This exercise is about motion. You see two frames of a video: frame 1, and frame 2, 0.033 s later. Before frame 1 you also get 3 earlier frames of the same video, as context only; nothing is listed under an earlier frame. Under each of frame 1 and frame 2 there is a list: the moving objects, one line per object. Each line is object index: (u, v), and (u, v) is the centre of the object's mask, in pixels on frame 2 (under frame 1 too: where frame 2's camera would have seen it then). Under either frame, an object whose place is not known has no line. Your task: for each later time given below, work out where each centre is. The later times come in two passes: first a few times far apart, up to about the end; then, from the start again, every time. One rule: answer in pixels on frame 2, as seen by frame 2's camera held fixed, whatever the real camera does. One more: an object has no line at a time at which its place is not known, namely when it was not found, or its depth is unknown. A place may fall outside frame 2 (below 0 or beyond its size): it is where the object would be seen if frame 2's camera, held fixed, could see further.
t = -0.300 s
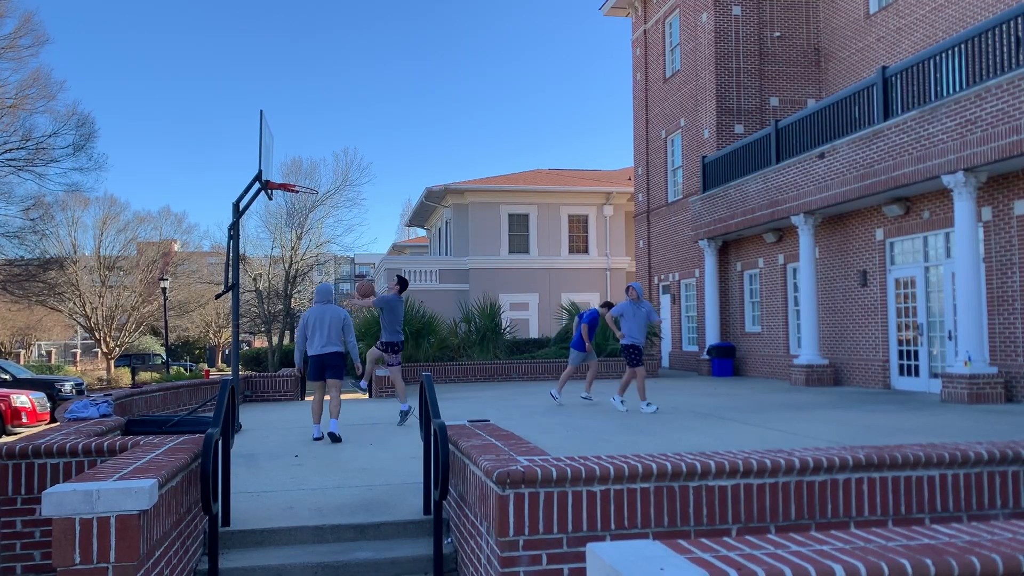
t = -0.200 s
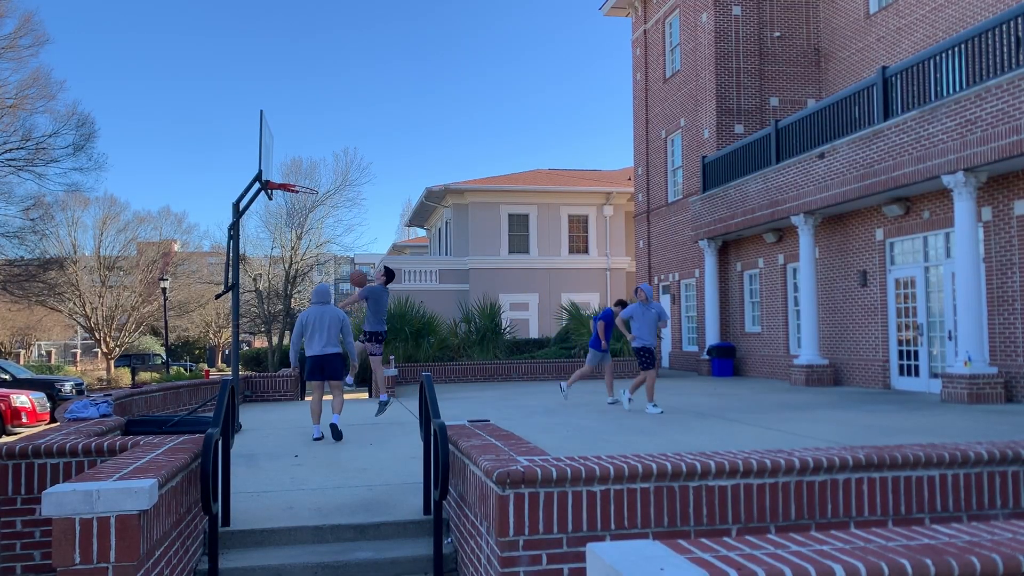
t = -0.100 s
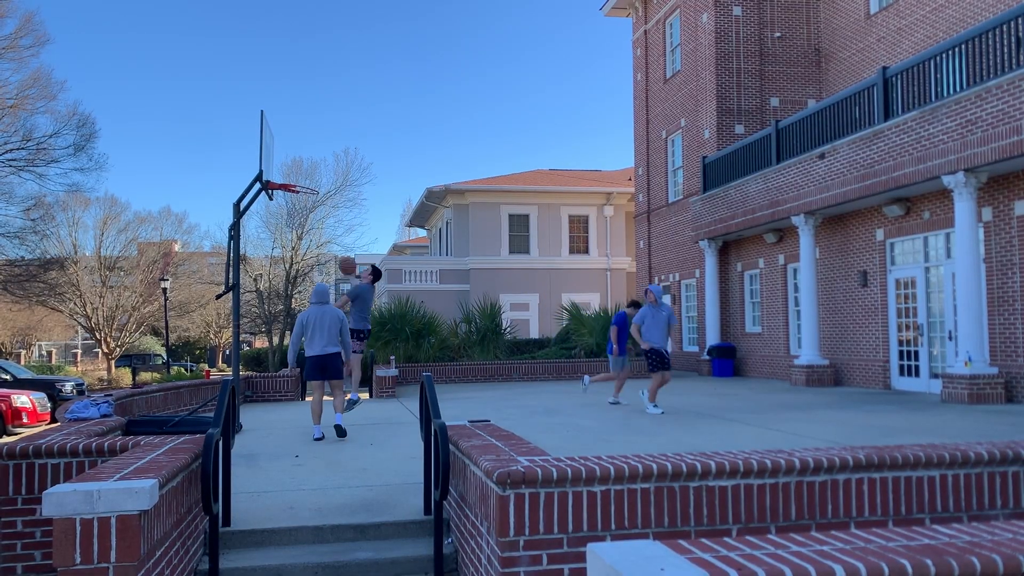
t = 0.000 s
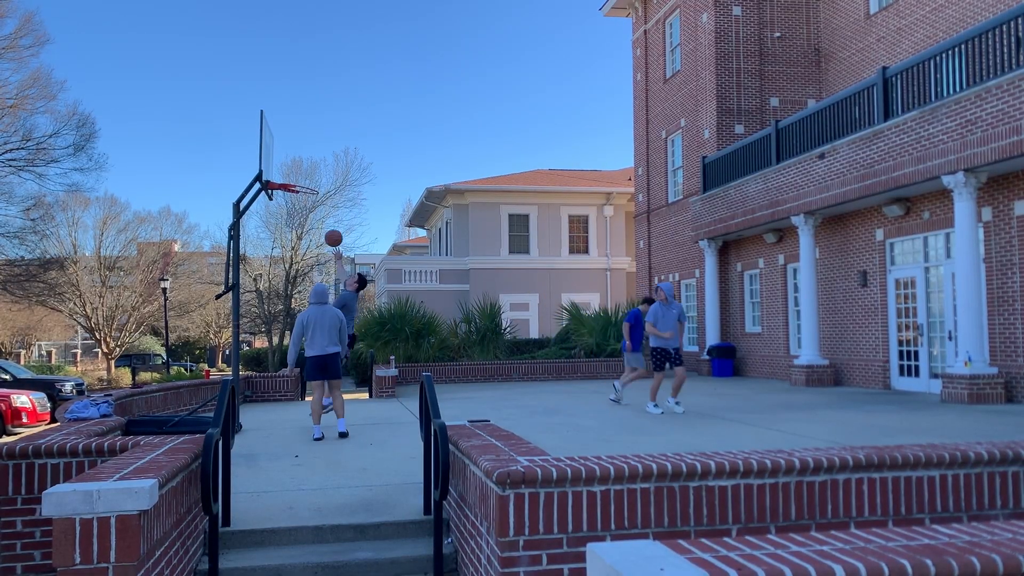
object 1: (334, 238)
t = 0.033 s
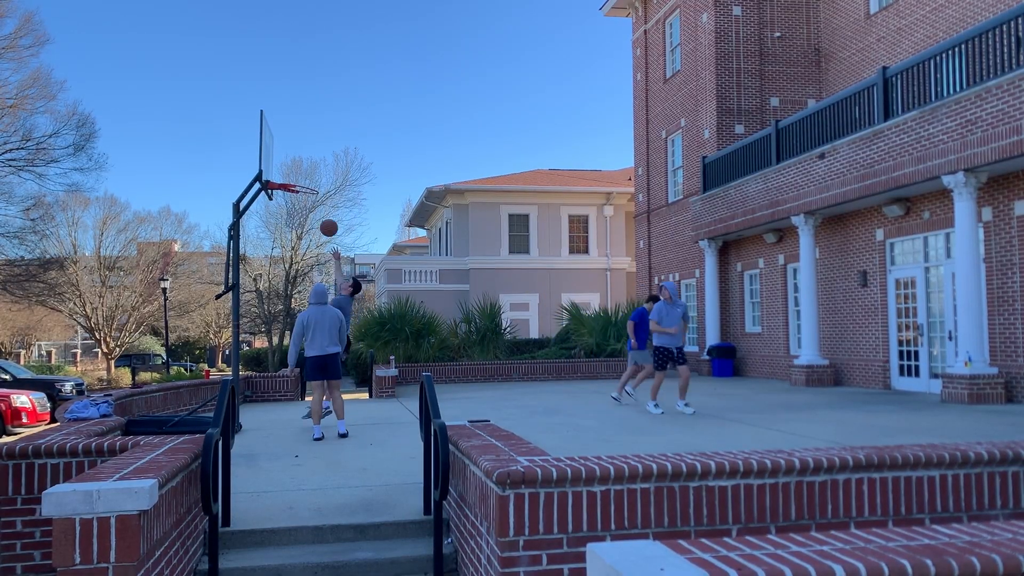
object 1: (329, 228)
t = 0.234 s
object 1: (301, 180)
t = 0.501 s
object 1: (289, 165)
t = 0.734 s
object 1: (303, 192)
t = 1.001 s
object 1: (283, 210)
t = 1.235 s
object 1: (287, 239)
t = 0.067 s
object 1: (324, 218)
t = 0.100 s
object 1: (320, 209)
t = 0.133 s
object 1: (315, 201)
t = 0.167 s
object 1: (310, 194)
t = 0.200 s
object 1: (306, 187)
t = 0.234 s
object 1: (301, 180)
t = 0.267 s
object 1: (295, 176)
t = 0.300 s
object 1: (291, 172)
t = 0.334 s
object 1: (286, 168)
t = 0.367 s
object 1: (281, 166)
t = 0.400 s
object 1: (279, 164)
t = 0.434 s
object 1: (283, 164)
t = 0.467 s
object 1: (286, 164)
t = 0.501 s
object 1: (289, 165)
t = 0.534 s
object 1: (293, 167)
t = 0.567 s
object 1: (296, 170)
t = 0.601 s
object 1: (300, 174)
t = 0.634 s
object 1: (303, 178)
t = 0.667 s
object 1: (306, 183)
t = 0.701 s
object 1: (308, 189)
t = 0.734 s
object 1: (303, 192)
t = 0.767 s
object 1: (299, 196)
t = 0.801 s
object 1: (294, 200)
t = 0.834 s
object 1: (290, 205)
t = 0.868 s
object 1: (286, 207)
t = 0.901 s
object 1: (284, 208)
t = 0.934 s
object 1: (283, 209)
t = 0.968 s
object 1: (283, 209)
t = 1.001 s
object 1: (283, 210)
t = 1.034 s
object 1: (283, 212)
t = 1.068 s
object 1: (283, 215)
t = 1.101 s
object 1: (284, 218)
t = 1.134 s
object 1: (285, 222)
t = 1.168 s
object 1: (286, 227)
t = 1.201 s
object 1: (287, 233)
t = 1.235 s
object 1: (287, 239)
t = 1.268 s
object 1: (289, 247)
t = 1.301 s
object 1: (289, 255)
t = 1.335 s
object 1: (290, 265)
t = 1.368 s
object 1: (291, 274)
